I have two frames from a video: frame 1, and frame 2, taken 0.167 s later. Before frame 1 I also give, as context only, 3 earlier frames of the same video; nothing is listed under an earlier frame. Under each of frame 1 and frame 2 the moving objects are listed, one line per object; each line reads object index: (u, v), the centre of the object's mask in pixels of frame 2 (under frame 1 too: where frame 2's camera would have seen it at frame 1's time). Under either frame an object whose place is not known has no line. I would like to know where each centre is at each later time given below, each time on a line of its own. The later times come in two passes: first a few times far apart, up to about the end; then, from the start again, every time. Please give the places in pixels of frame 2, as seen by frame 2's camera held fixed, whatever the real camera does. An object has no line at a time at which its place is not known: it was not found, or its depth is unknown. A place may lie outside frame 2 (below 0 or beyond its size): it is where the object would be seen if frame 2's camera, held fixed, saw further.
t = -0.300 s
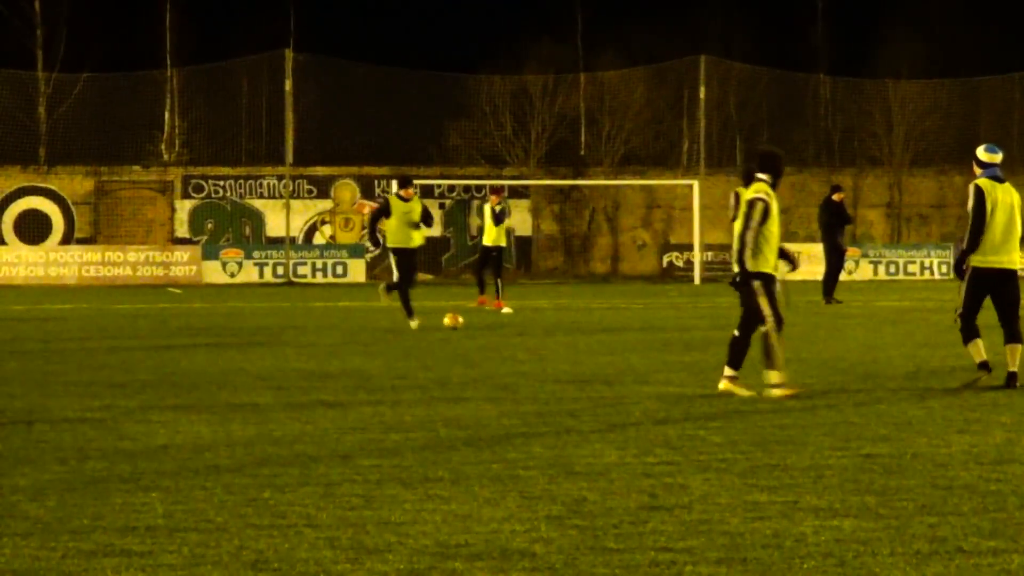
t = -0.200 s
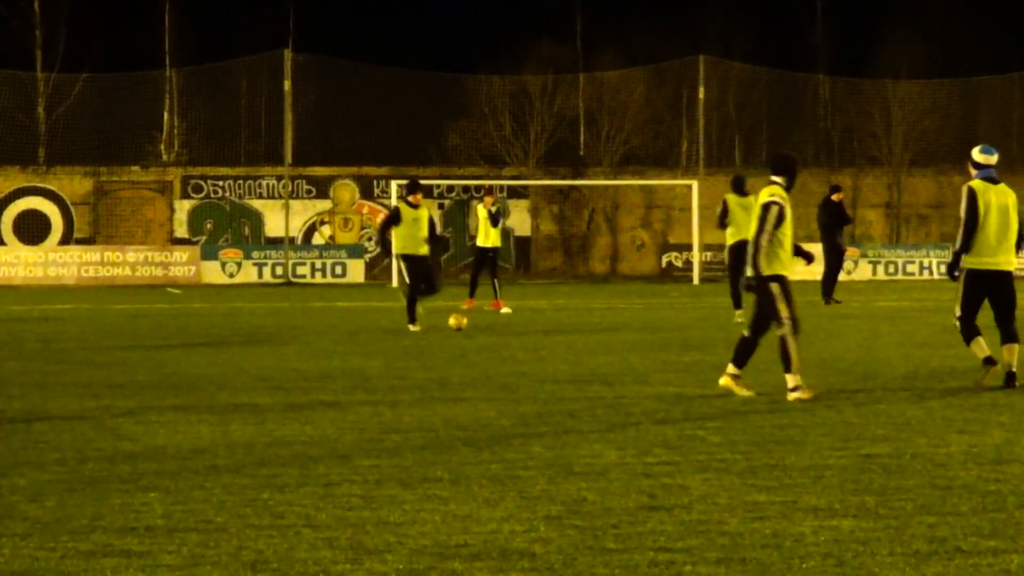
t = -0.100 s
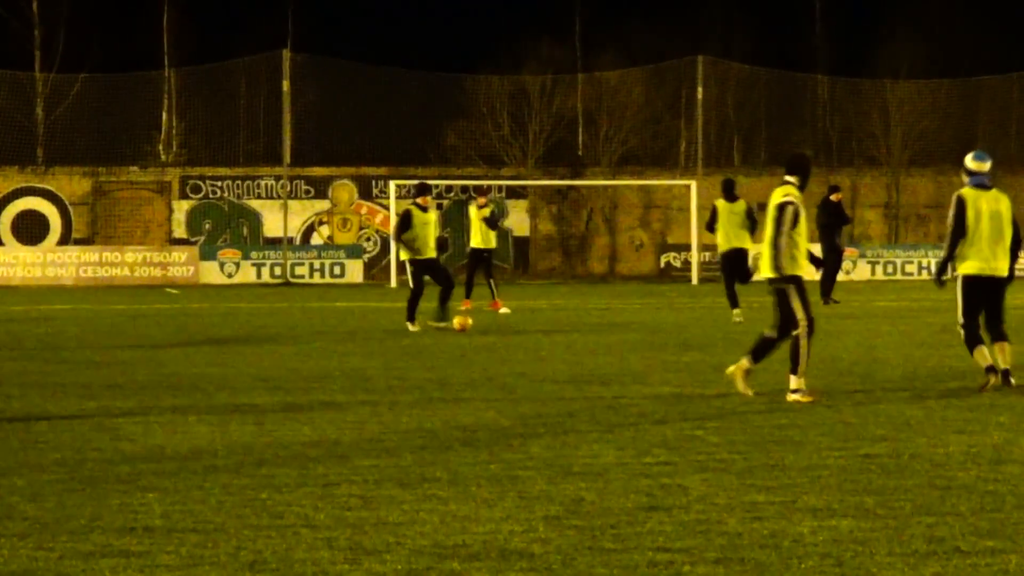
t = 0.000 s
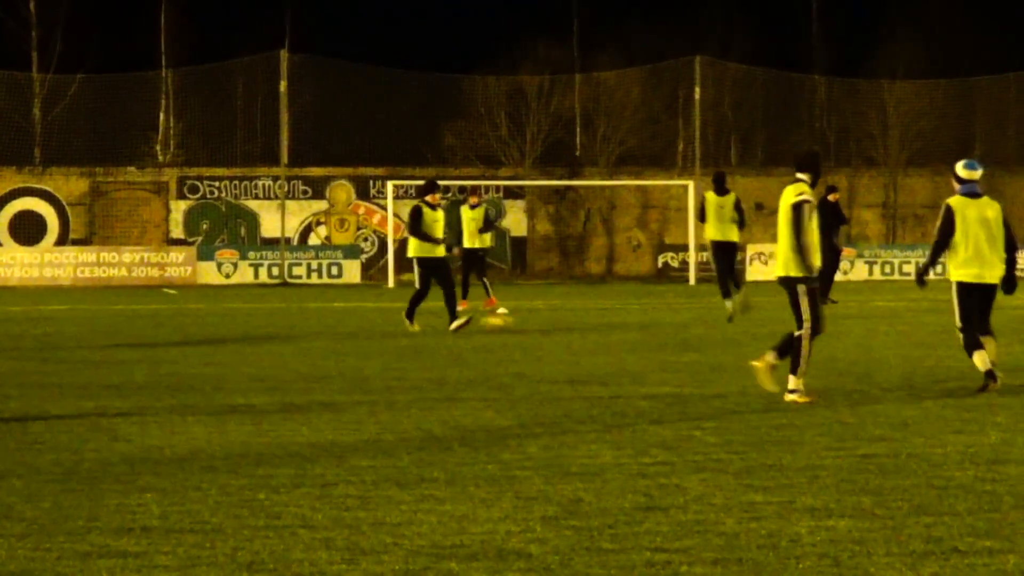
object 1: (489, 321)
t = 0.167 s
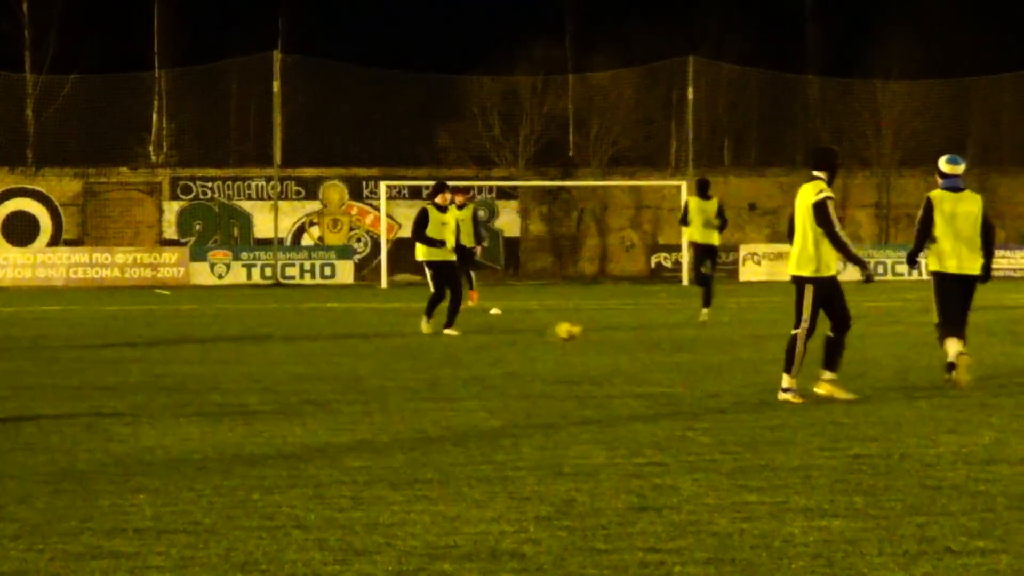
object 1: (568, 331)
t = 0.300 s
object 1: (630, 336)
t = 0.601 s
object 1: (772, 348)
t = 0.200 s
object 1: (581, 331)
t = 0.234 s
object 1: (597, 332)
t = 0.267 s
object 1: (614, 335)
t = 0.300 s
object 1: (630, 336)
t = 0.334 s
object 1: (644, 336)
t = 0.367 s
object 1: (661, 337)
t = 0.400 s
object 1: (676, 340)
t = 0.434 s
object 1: (691, 341)
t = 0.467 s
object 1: (708, 341)
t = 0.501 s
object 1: (723, 341)
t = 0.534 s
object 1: (739, 343)
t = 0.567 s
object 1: (756, 346)
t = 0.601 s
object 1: (772, 348)
